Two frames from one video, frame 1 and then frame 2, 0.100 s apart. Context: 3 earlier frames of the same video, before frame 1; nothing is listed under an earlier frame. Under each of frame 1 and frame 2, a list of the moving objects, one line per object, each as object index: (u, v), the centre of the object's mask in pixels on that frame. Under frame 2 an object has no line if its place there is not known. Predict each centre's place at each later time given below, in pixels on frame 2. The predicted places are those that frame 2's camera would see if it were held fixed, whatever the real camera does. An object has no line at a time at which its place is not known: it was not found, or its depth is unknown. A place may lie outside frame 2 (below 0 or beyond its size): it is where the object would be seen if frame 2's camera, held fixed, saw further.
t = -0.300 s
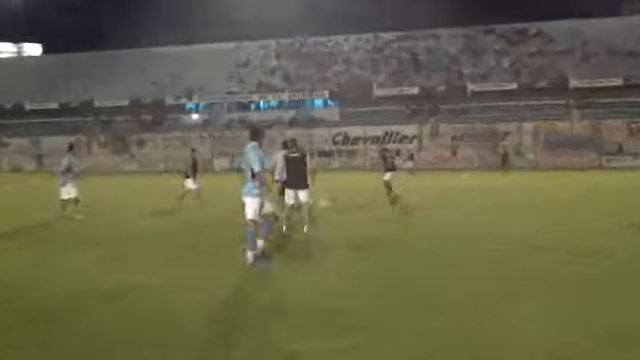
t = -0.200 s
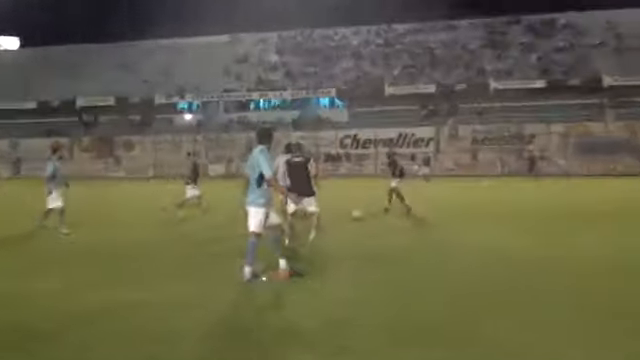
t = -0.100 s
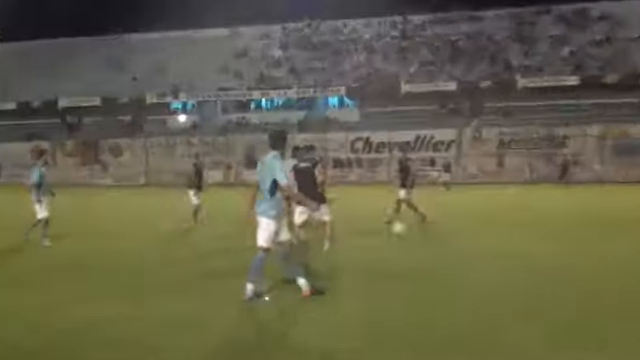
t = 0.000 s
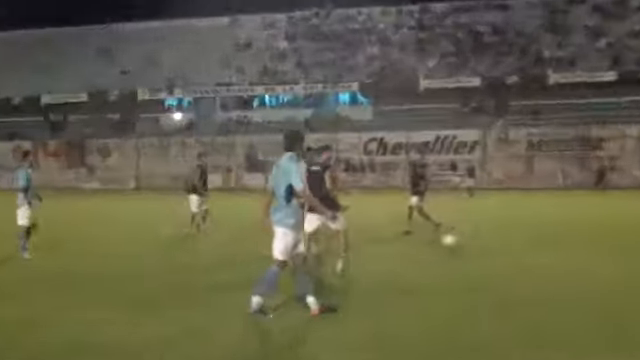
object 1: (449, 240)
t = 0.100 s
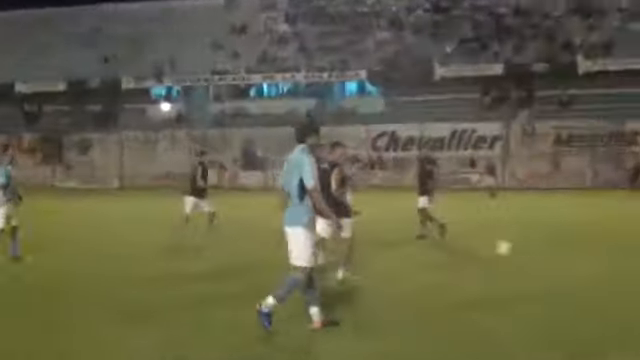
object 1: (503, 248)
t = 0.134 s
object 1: (516, 249)
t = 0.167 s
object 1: (528, 251)
